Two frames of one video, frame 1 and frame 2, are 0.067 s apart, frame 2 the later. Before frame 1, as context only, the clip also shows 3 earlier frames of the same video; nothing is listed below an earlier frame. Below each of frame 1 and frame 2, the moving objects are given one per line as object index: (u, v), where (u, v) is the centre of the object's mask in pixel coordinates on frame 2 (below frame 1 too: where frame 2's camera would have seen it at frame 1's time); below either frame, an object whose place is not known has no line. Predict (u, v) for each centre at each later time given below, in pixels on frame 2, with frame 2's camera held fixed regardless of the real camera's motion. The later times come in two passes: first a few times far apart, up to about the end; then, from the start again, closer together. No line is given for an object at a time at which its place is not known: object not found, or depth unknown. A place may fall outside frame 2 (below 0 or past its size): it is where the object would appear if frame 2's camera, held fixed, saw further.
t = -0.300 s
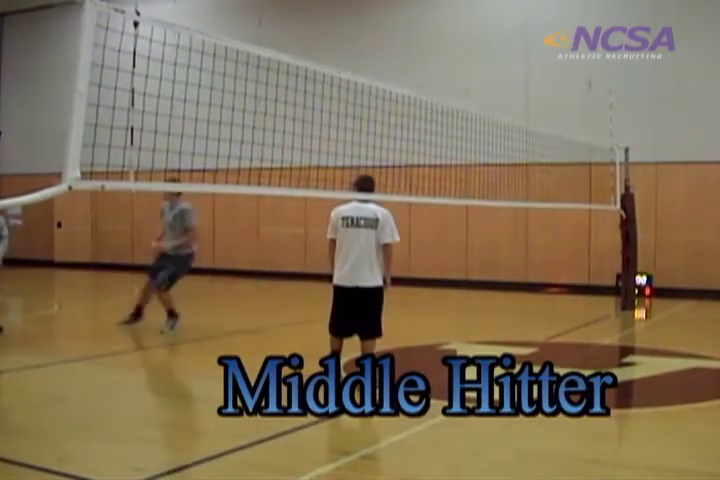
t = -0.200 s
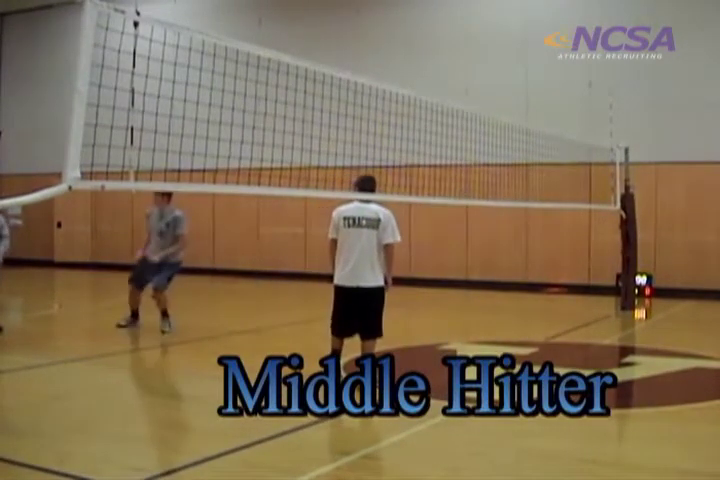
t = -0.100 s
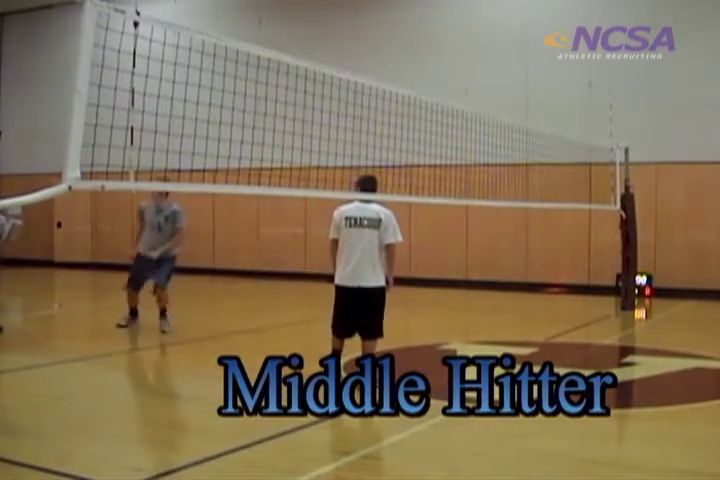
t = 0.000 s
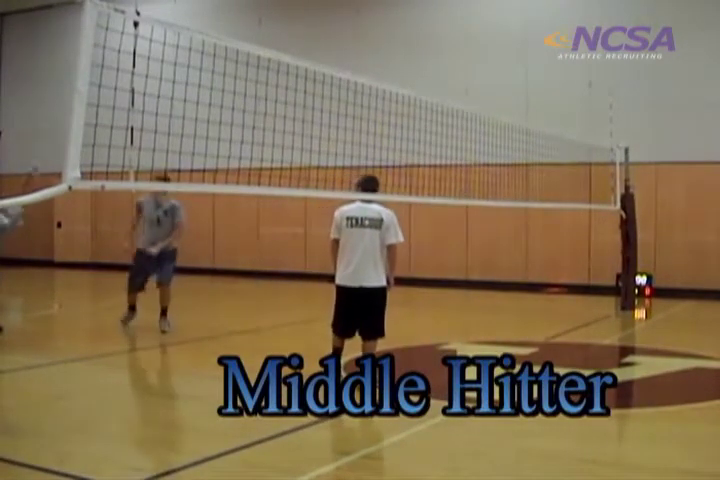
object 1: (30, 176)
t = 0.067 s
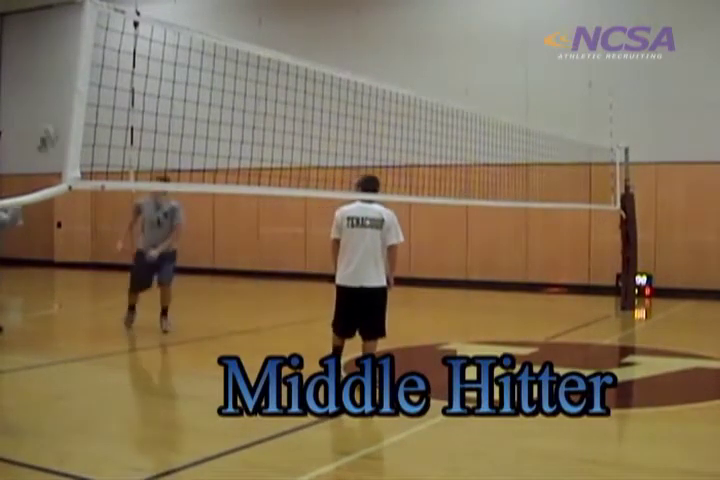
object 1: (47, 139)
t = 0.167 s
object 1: (64, 98)
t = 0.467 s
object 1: (147, 11)
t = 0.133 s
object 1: (60, 112)
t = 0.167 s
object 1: (64, 98)
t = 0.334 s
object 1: (112, 41)
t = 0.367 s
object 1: (121, 33)
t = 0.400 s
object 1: (129, 26)
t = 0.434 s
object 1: (135, 19)
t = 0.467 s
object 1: (147, 11)
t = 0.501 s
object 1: (155, 9)
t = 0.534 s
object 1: (163, 7)
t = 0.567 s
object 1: (172, 6)
